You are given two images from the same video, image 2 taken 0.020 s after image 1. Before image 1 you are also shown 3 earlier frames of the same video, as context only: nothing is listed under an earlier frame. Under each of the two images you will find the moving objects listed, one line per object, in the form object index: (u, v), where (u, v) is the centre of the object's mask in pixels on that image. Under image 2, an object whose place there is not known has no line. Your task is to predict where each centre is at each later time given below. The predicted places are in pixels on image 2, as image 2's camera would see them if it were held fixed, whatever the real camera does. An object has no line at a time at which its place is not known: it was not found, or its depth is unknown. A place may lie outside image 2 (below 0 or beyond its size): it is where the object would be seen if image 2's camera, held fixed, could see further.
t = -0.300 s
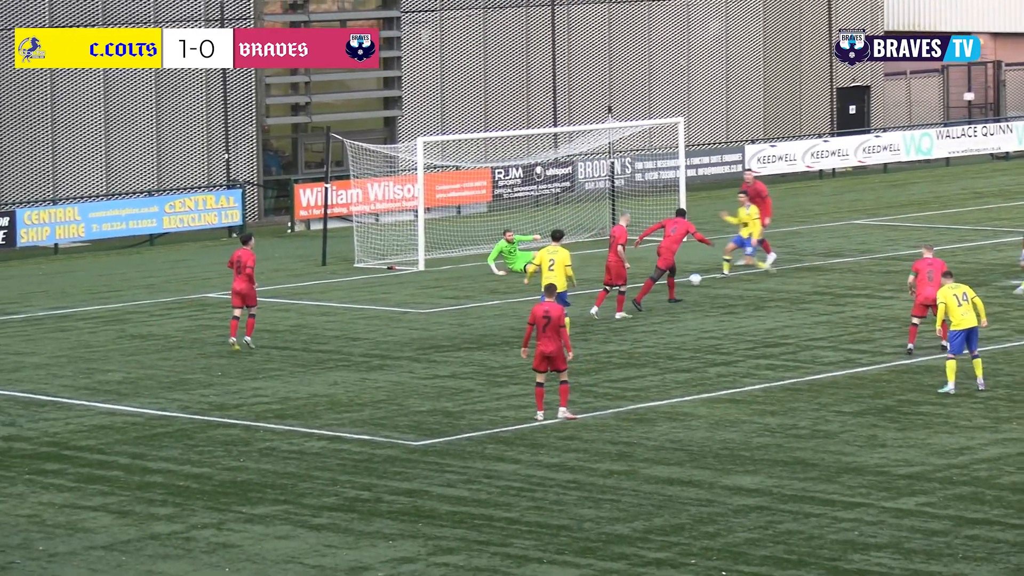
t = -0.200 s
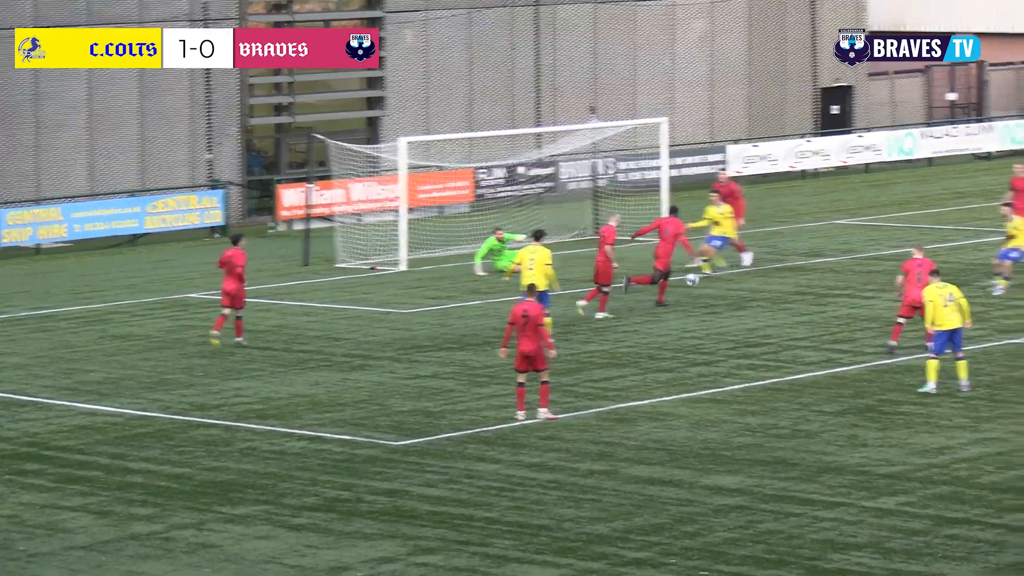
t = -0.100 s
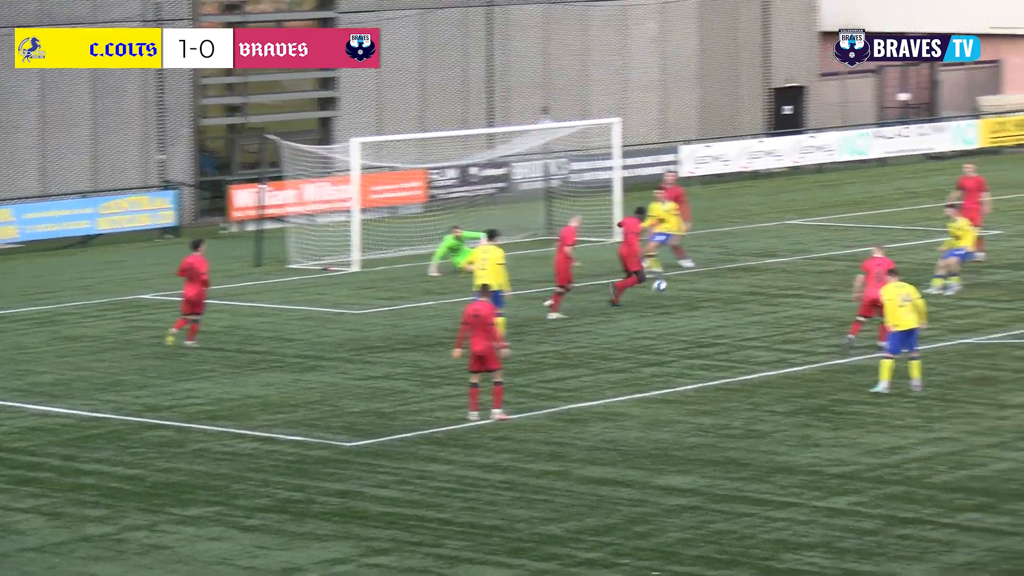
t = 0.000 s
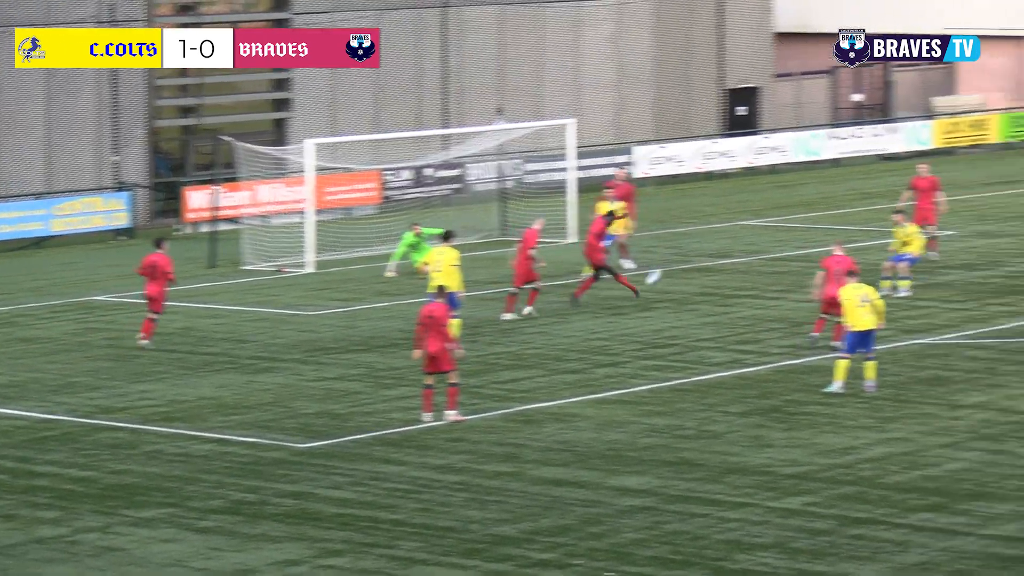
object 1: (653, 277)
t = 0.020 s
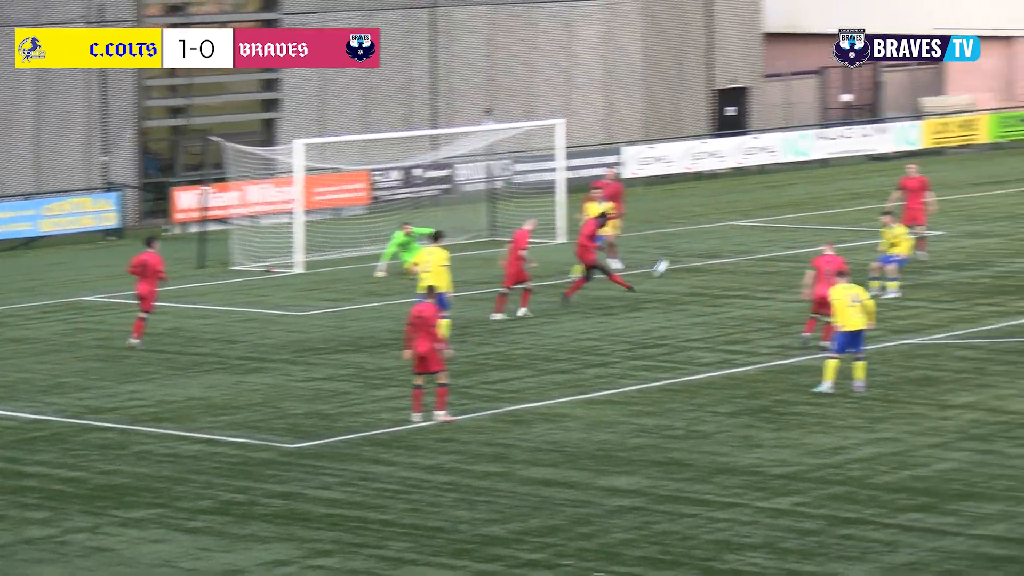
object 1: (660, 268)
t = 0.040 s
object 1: (676, 257)
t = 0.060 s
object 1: (692, 249)
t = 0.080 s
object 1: (707, 240)
